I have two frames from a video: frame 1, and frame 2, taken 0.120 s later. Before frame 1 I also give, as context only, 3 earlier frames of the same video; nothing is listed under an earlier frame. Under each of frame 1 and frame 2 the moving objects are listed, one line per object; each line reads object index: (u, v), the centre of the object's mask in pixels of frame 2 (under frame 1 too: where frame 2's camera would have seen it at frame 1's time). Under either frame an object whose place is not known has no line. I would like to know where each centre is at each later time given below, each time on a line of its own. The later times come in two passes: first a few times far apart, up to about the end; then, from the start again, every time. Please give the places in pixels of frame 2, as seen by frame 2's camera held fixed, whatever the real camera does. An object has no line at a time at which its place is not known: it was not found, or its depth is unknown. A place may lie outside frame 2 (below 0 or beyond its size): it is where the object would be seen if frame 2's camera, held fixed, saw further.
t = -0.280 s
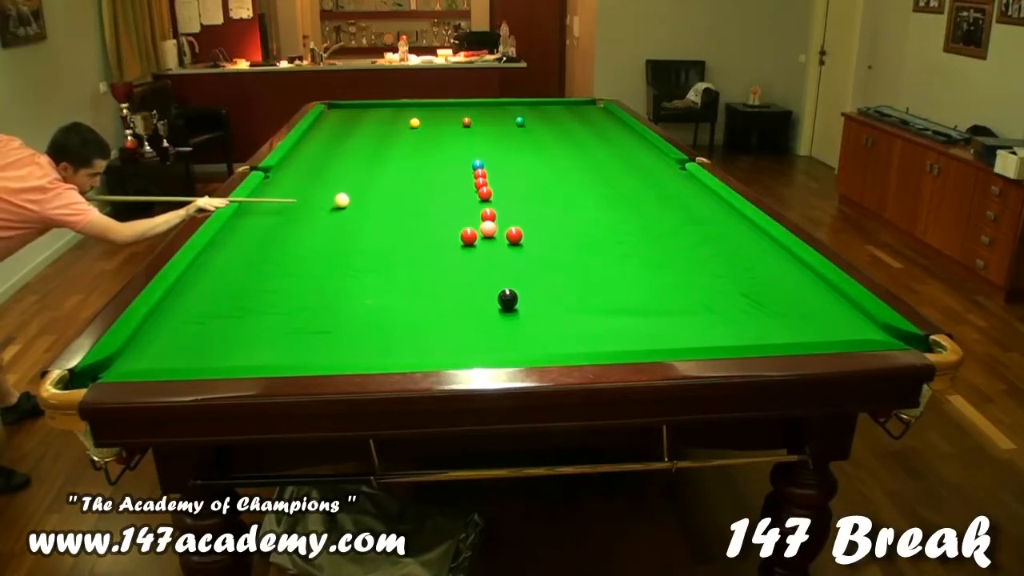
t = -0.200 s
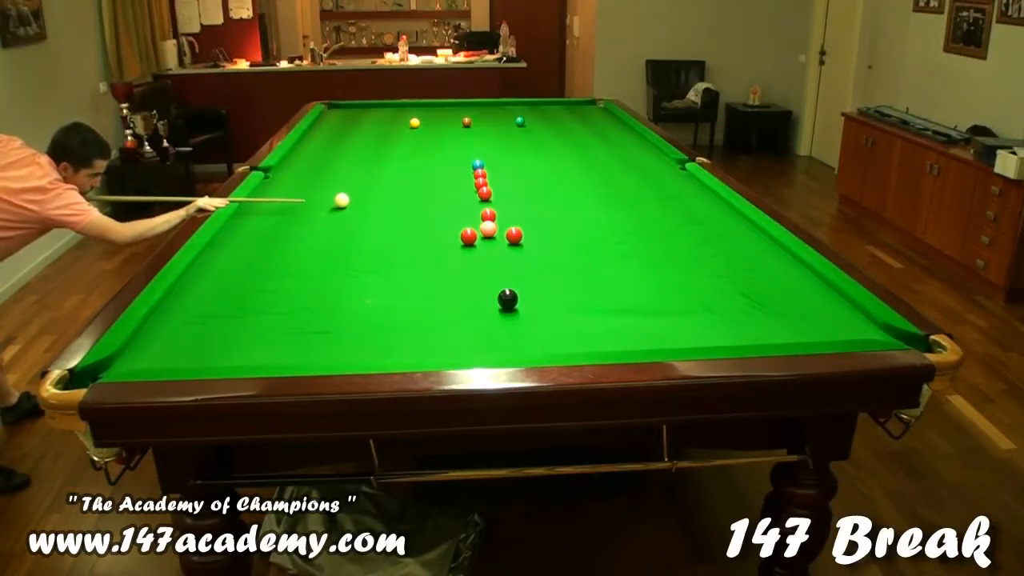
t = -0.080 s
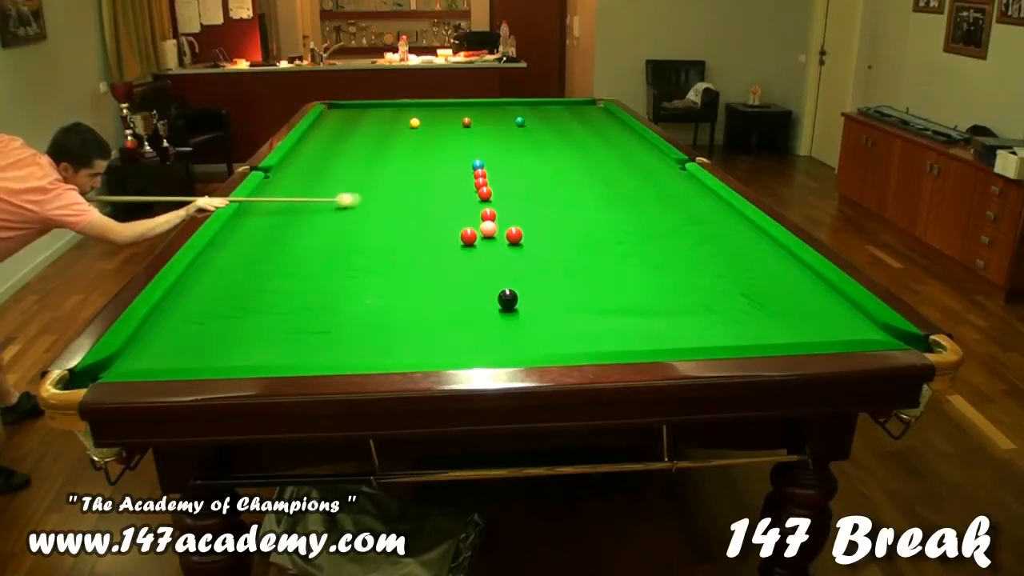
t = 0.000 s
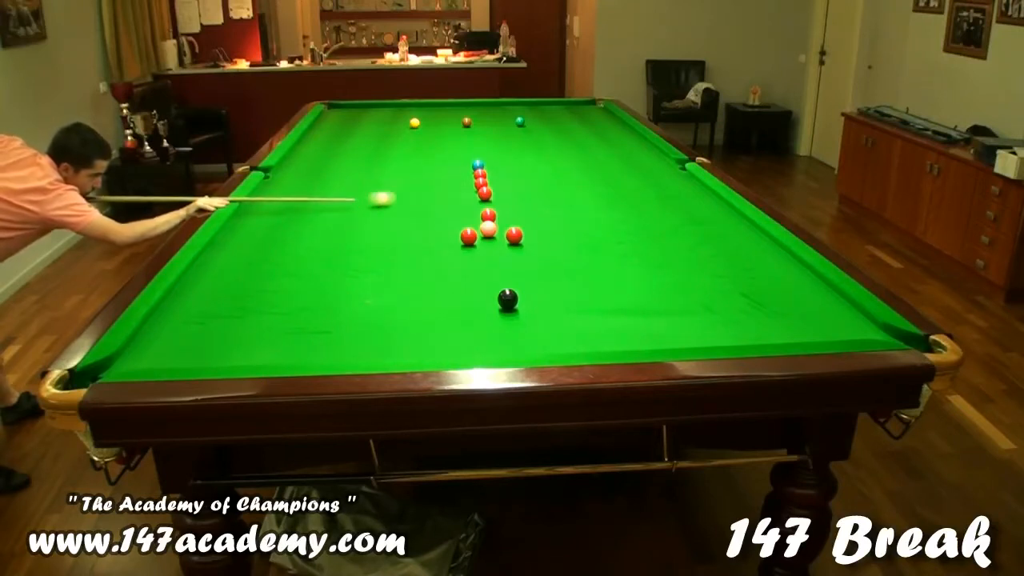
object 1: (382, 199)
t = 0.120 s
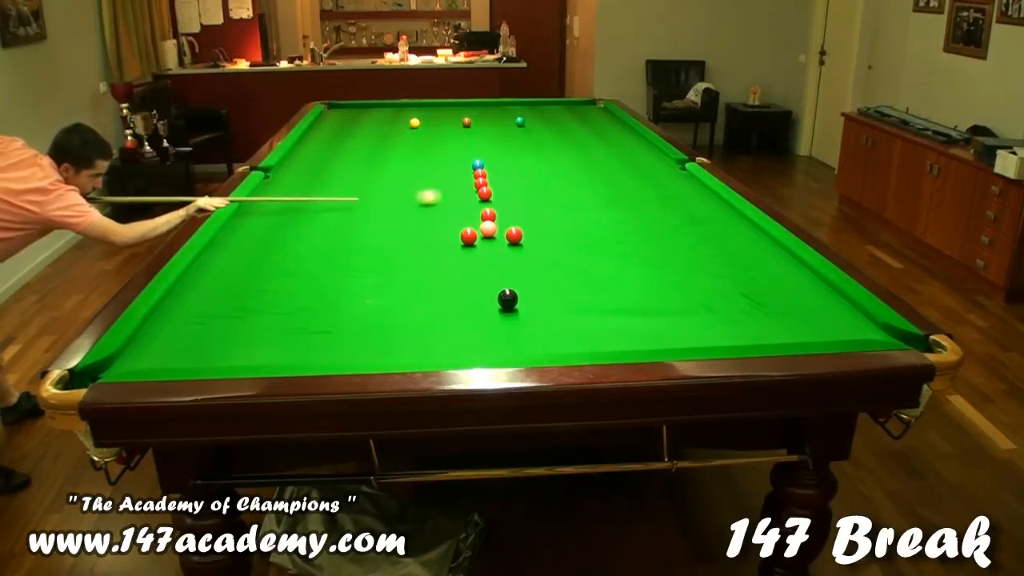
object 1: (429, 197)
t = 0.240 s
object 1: (469, 195)
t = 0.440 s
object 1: (497, 200)
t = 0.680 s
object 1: (532, 206)
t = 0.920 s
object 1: (567, 212)
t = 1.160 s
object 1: (601, 217)
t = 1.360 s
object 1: (630, 222)
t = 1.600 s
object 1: (664, 227)
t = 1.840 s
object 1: (698, 233)
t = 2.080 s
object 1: (731, 238)
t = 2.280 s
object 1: (757, 242)
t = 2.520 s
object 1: (771, 246)
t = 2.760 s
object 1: (760, 250)
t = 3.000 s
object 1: (750, 254)
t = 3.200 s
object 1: (742, 257)
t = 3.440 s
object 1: (733, 260)
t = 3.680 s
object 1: (725, 263)
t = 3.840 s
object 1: (720, 265)
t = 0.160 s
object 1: (443, 196)
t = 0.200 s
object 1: (457, 196)
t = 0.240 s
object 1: (469, 195)
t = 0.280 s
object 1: (475, 196)
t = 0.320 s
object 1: (480, 198)
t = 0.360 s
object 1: (486, 198)
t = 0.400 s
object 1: (492, 199)
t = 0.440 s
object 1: (497, 200)
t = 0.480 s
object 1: (503, 201)
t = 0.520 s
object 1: (509, 202)
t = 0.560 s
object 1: (515, 203)
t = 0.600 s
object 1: (520, 204)
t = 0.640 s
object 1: (526, 205)
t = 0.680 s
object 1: (532, 206)
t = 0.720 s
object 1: (538, 207)
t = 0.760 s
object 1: (544, 207)
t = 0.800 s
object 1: (549, 209)
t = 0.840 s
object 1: (555, 210)
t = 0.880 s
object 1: (561, 210)
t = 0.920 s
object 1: (567, 212)
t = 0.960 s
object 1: (573, 213)
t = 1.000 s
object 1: (578, 213)
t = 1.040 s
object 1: (584, 214)
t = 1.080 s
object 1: (590, 215)
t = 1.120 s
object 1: (596, 216)
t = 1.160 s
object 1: (601, 217)
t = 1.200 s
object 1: (607, 218)
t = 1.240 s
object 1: (613, 219)
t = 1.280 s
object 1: (619, 220)
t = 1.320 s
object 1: (624, 220)
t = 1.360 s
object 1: (630, 222)
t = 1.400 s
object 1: (636, 222)
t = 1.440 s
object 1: (642, 224)
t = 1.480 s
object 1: (647, 224)
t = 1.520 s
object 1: (653, 225)
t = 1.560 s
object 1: (659, 226)
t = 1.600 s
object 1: (664, 227)
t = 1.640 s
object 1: (670, 228)
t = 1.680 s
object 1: (676, 229)
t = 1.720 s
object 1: (681, 230)
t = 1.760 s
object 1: (687, 231)
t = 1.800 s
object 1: (693, 232)
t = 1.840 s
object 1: (698, 233)
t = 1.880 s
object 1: (704, 234)
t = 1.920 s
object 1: (709, 234)
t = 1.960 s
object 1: (714, 235)
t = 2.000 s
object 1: (720, 236)
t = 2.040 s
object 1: (725, 237)
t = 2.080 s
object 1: (731, 238)
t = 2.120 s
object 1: (736, 239)
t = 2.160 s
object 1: (741, 239)
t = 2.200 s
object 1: (746, 240)
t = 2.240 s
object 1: (752, 241)
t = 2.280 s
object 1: (757, 242)
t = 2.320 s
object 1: (762, 243)
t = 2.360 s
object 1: (767, 244)
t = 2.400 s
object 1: (773, 245)
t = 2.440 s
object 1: (775, 246)
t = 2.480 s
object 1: (773, 246)
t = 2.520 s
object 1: (771, 246)
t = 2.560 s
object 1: (769, 247)
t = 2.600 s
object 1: (767, 248)
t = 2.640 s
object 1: (765, 248)
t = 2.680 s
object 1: (763, 249)
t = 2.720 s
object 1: (761, 250)
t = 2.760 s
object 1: (760, 250)
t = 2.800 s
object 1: (758, 251)
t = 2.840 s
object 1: (756, 252)
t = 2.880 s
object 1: (754, 252)
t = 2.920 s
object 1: (753, 253)
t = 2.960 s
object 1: (751, 254)
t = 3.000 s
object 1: (750, 254)
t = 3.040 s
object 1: (748, 255)
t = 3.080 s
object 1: (746, 255)
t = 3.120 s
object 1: (745, 256)
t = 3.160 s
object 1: (743, 257)
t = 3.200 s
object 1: (742, 257)
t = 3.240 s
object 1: (740, 258)
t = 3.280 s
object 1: (739, 258)
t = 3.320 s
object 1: (737, 259)
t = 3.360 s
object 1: (736, 259)
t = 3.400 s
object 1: (734, 260)
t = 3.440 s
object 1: (733, 260)
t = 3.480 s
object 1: (732, 261)
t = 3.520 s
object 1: (730, 261)
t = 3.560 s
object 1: (729, 262)
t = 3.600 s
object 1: (727, 262)
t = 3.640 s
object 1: (726, 263)
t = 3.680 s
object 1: (725, 263)
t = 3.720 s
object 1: (724, 263)
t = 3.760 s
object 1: (722, 264)
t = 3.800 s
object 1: (721, 264)
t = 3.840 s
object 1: (720, 265)
